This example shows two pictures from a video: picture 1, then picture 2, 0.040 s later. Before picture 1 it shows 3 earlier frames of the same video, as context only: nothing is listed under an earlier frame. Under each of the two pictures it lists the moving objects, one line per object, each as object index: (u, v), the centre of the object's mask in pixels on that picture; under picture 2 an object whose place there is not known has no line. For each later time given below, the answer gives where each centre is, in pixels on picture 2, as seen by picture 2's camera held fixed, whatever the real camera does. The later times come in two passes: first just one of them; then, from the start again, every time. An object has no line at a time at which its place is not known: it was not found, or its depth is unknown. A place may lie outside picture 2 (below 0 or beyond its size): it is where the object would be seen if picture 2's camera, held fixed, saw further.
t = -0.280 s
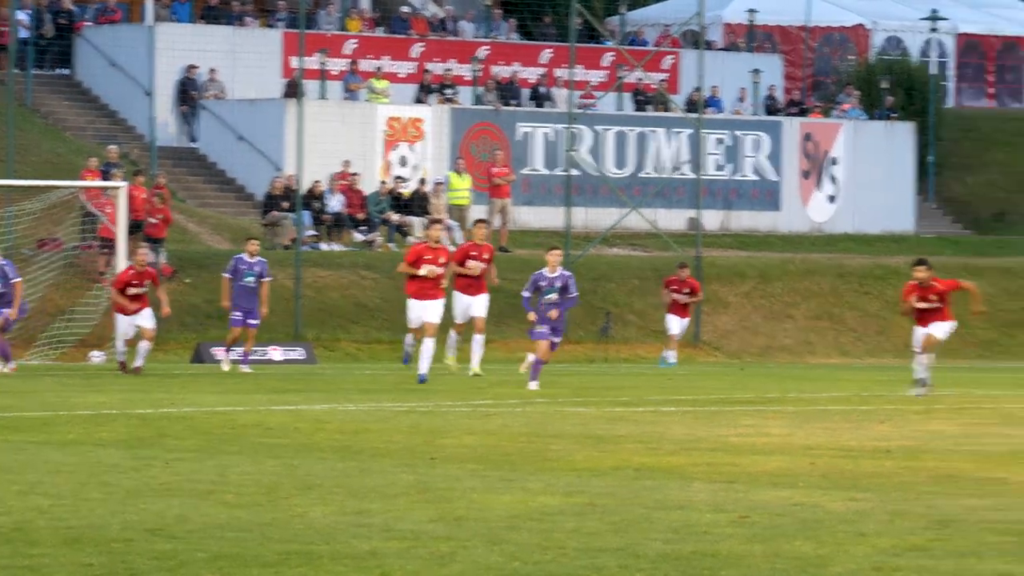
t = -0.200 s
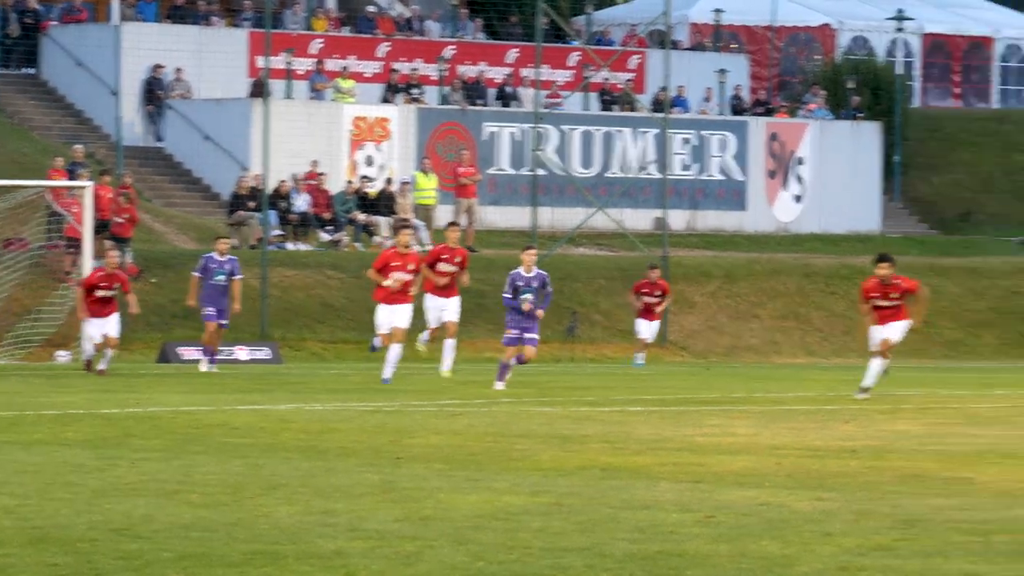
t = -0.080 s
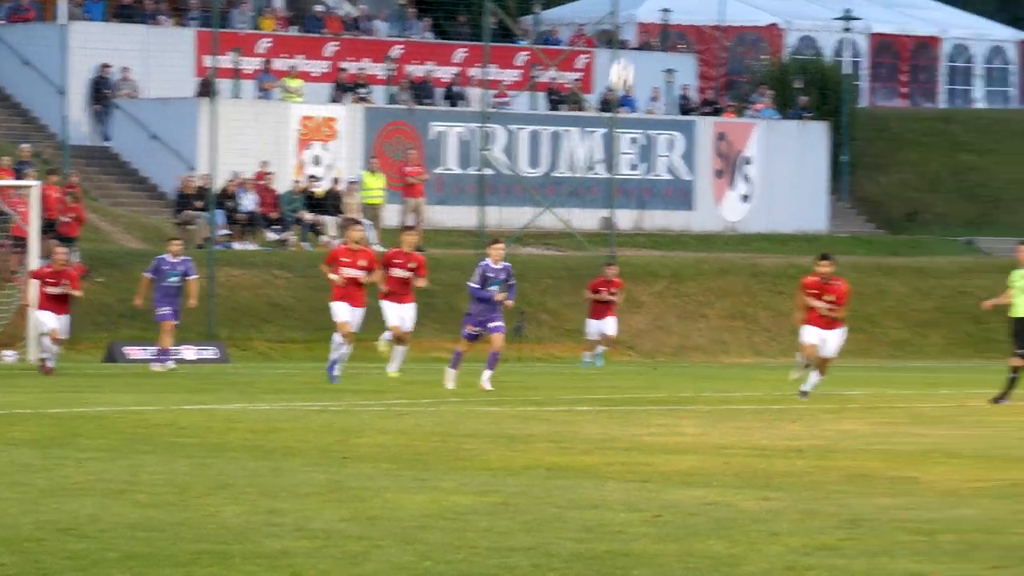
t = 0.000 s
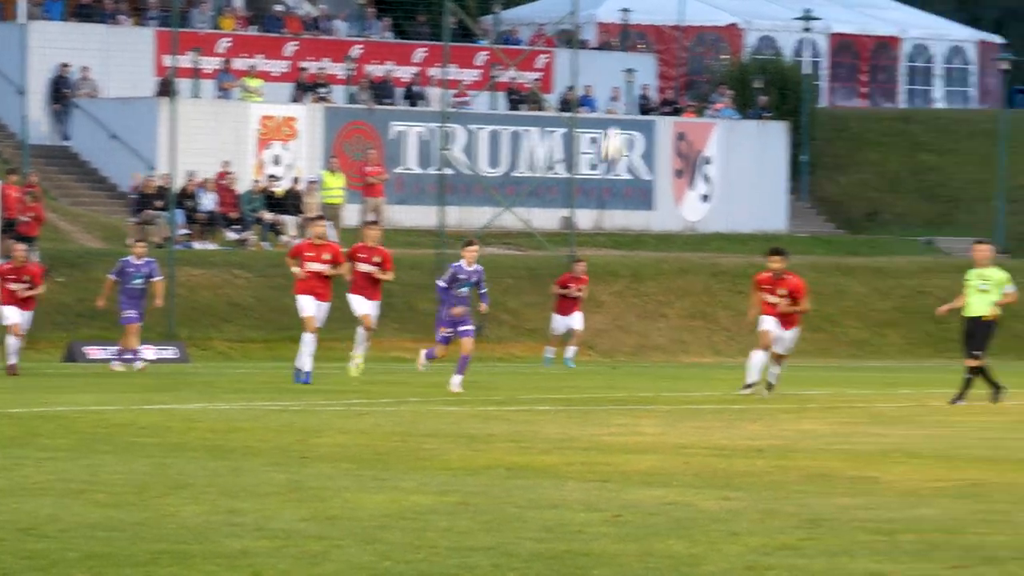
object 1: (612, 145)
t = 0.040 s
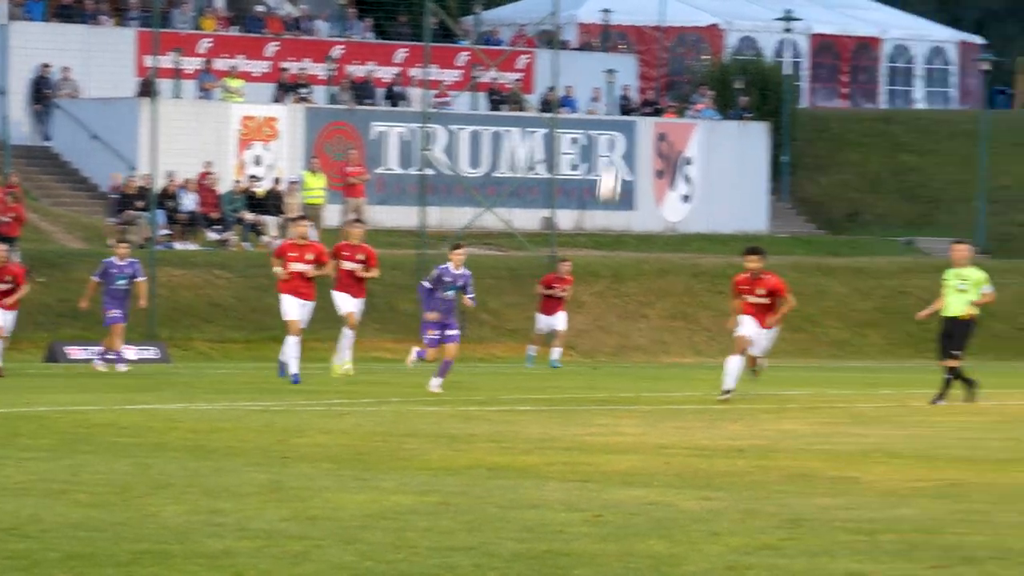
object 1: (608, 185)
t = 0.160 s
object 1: (654, 315)
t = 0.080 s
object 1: (624, 225)
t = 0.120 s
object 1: (639, 268)
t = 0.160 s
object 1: (654, 315)
